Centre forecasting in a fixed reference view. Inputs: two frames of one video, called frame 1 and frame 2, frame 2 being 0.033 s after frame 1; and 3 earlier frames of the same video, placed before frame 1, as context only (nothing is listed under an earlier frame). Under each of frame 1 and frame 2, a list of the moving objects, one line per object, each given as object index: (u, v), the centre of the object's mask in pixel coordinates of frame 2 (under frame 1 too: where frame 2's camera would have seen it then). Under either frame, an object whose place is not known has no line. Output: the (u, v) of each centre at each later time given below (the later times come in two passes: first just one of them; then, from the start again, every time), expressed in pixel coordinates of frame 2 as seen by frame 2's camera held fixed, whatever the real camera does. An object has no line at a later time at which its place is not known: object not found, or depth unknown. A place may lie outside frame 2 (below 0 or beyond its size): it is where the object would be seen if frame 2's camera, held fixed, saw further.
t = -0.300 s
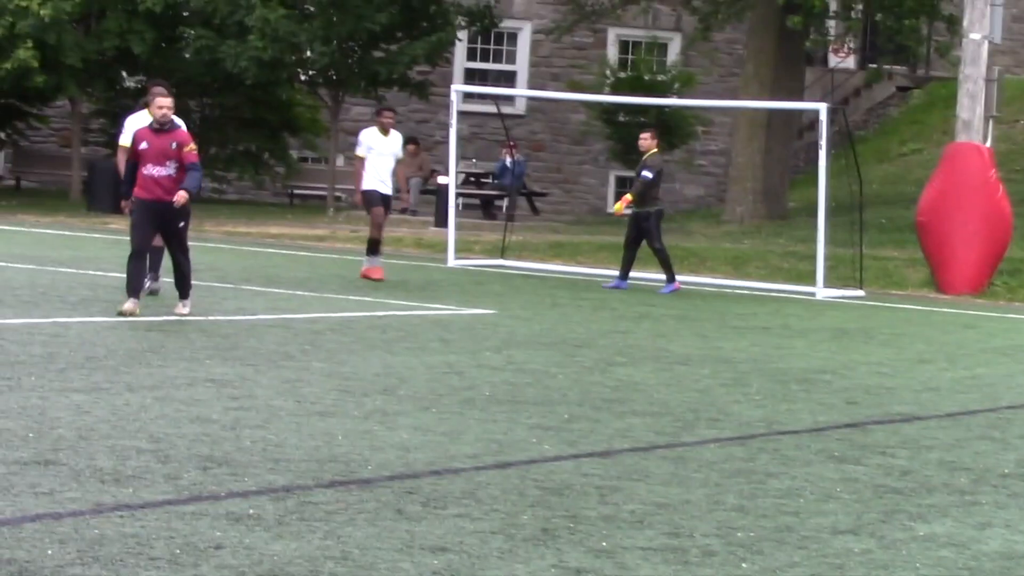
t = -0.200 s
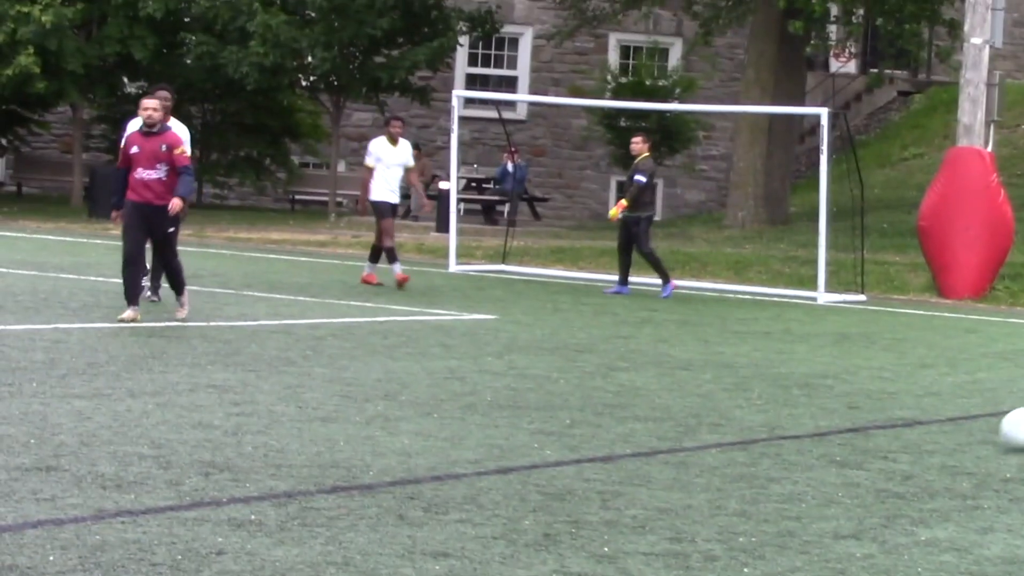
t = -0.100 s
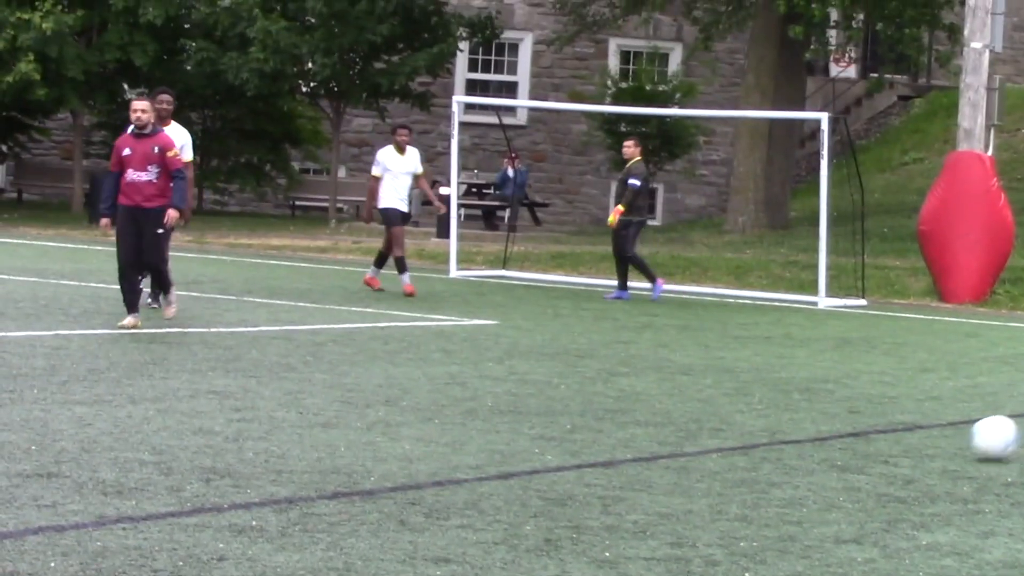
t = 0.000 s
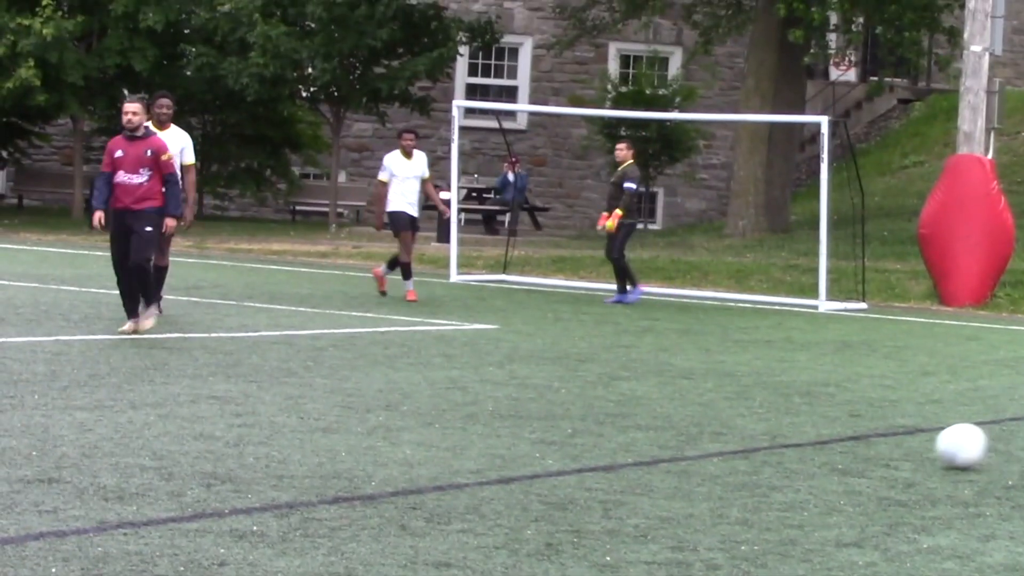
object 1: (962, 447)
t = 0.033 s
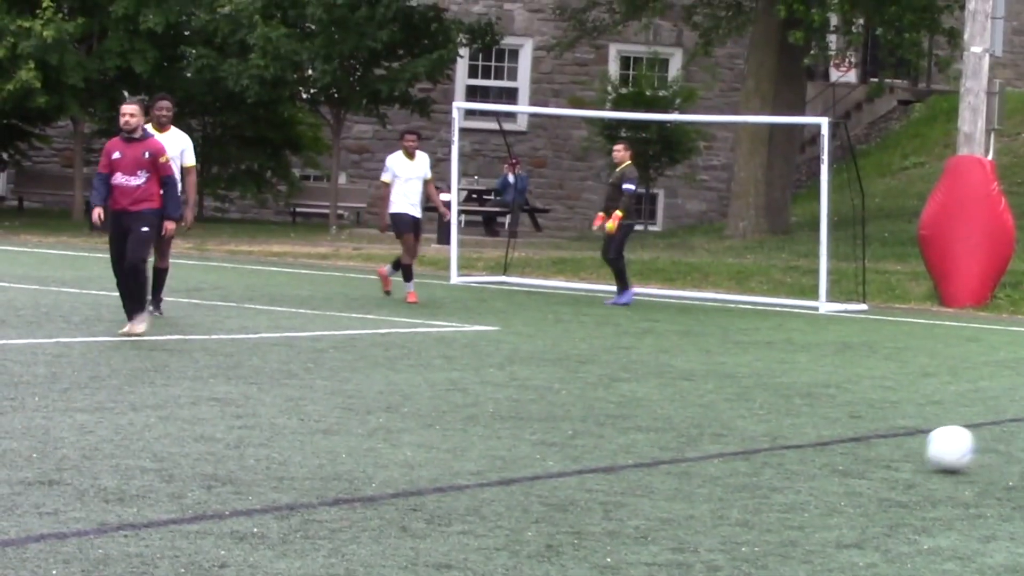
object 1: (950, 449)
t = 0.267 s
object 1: (861, 460)
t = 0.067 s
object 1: (938, 451)
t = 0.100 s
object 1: (926, 452)
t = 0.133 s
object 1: (914, 454)
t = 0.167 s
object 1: (901, 456)
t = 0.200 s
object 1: (888, 457)
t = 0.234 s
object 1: (874, 458)
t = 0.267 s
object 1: (861, 460)
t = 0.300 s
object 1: (848, 461)
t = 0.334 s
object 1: (835, 463)
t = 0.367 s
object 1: (820, 466)
